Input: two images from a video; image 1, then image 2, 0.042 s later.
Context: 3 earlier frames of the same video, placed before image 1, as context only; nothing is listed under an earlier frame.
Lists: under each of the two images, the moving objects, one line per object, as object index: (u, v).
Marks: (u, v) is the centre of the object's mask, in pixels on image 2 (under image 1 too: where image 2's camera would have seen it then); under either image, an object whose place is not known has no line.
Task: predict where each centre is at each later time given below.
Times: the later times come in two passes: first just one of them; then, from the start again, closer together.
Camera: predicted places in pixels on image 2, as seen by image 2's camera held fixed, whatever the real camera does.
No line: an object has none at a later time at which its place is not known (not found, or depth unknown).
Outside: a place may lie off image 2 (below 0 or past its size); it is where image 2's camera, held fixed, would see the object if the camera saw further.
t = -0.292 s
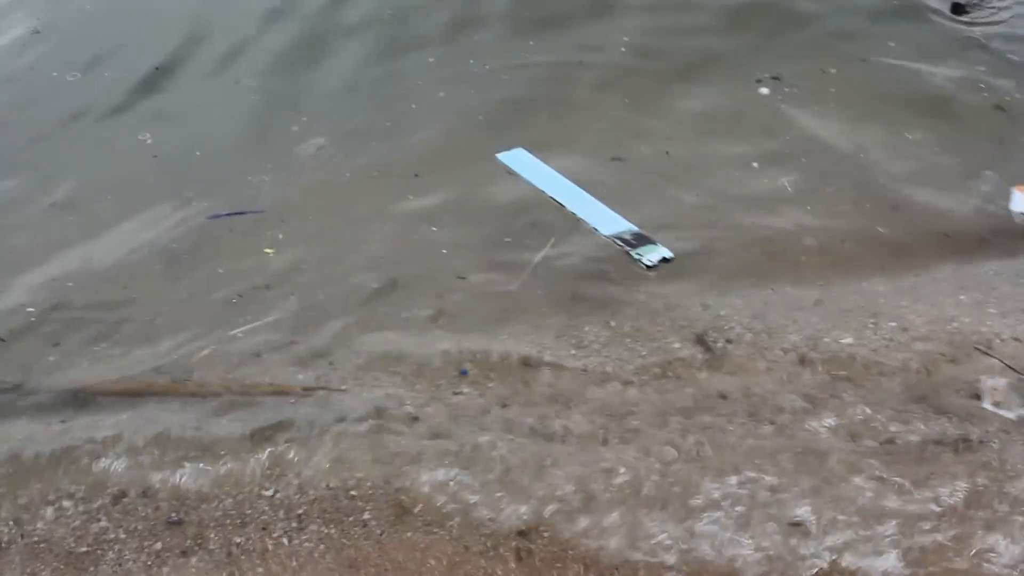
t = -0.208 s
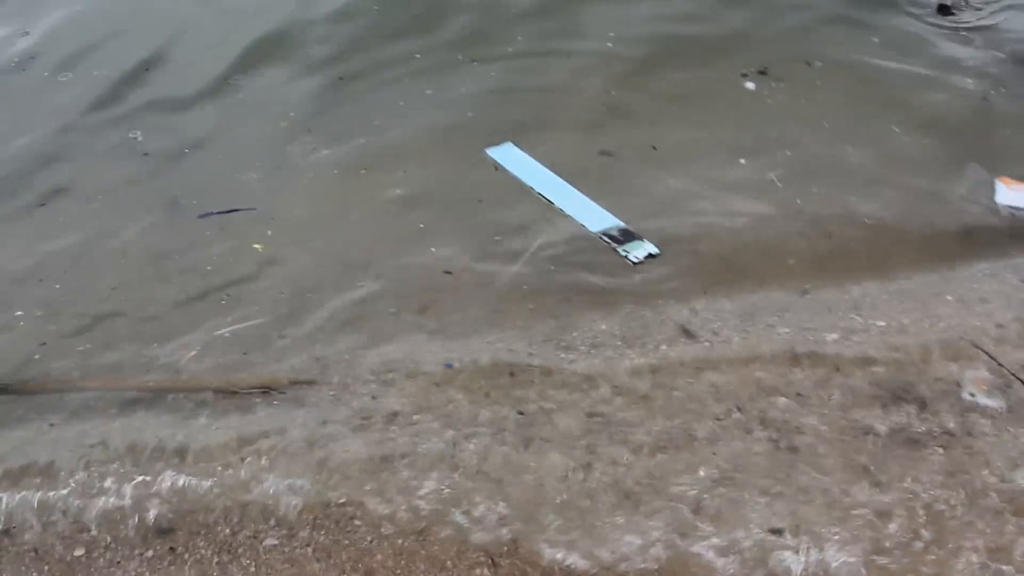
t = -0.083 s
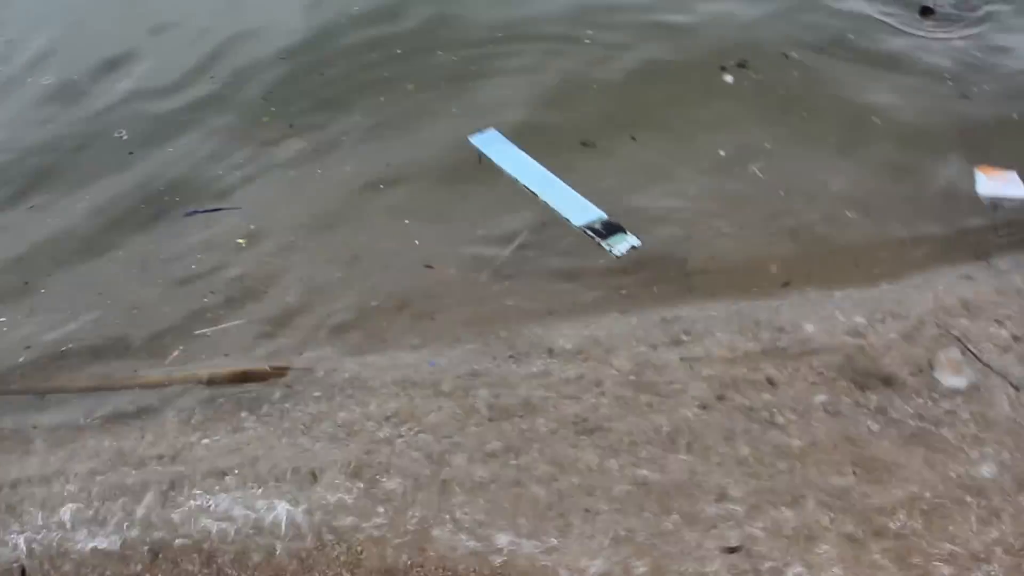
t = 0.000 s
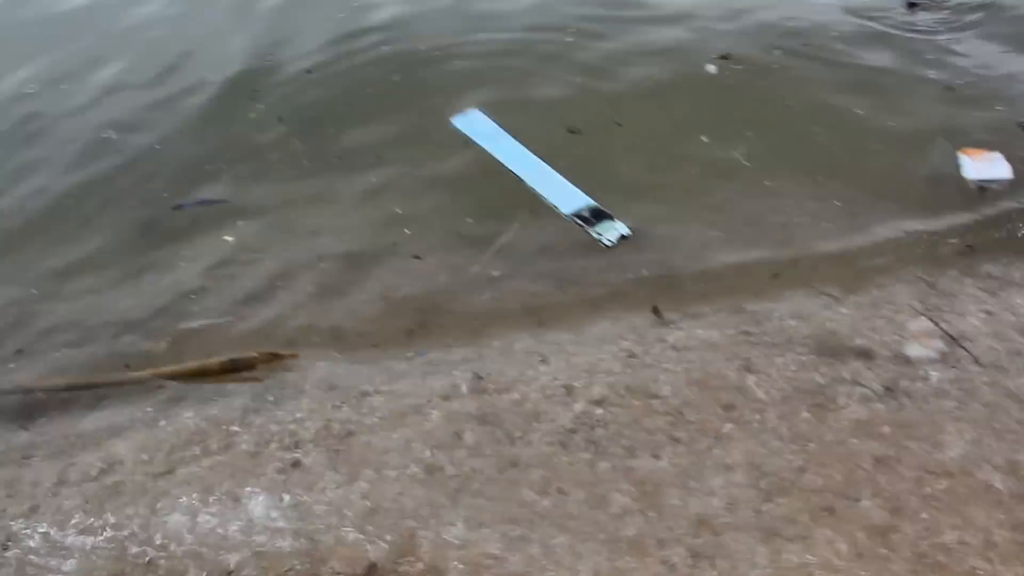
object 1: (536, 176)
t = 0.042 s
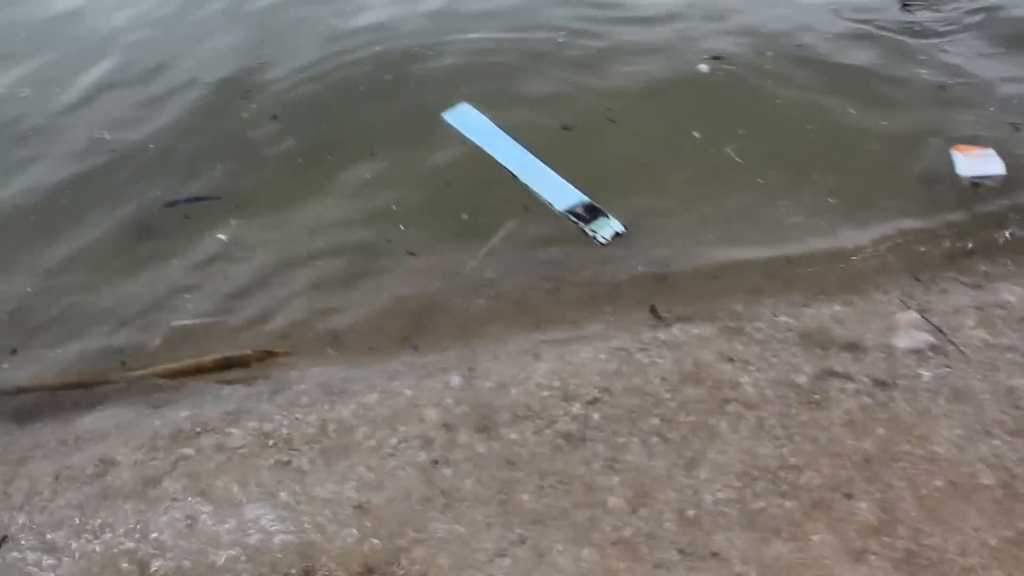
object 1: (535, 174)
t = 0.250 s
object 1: (533, 163)
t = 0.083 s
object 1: (532, 172)
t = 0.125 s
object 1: (530, 169)
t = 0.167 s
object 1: (529, 167)
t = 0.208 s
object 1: (528, 166)
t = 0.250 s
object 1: (533, 163)
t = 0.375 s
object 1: (529, 164)
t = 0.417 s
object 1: (529, 169)
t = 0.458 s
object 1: (528, 171)
